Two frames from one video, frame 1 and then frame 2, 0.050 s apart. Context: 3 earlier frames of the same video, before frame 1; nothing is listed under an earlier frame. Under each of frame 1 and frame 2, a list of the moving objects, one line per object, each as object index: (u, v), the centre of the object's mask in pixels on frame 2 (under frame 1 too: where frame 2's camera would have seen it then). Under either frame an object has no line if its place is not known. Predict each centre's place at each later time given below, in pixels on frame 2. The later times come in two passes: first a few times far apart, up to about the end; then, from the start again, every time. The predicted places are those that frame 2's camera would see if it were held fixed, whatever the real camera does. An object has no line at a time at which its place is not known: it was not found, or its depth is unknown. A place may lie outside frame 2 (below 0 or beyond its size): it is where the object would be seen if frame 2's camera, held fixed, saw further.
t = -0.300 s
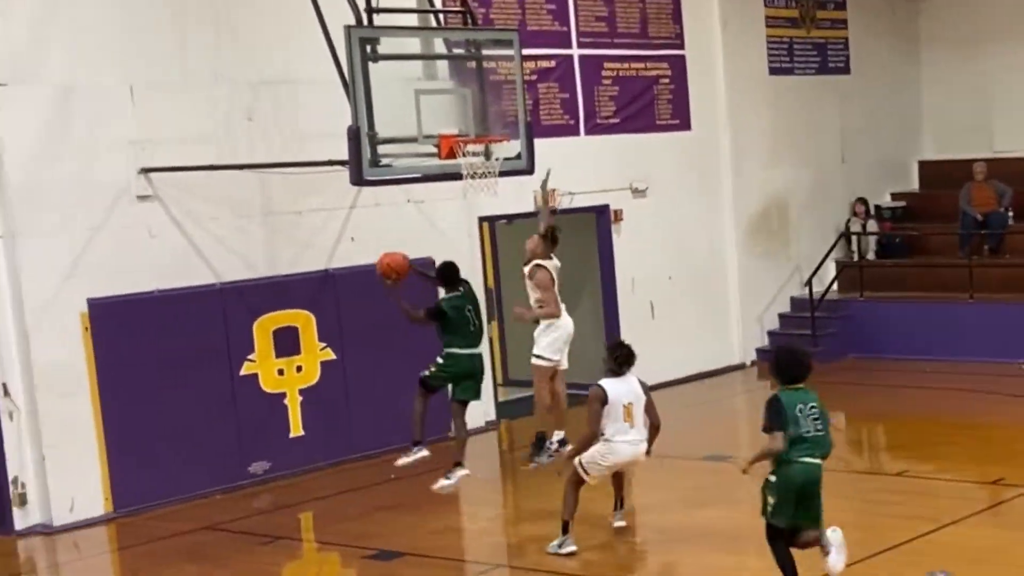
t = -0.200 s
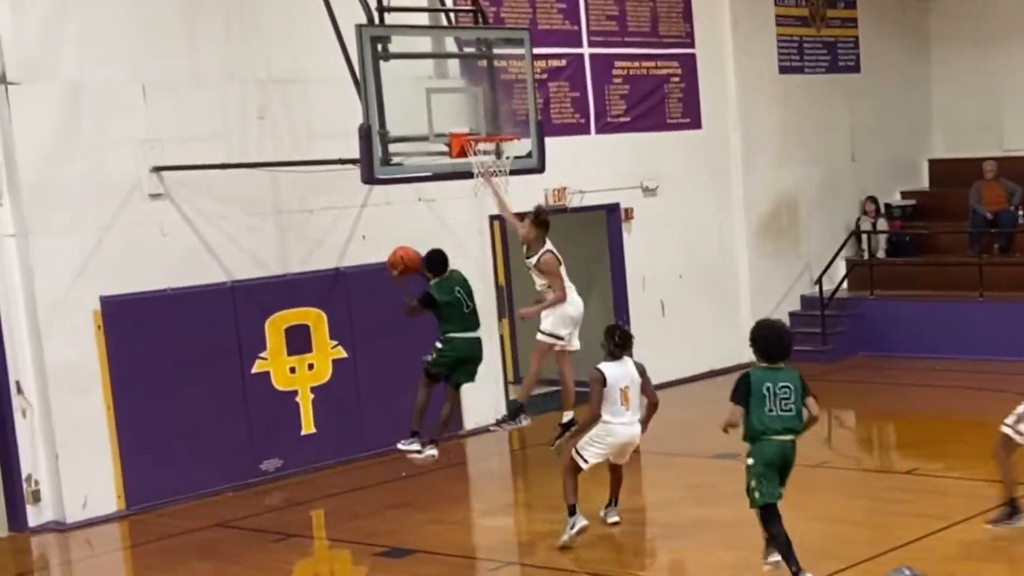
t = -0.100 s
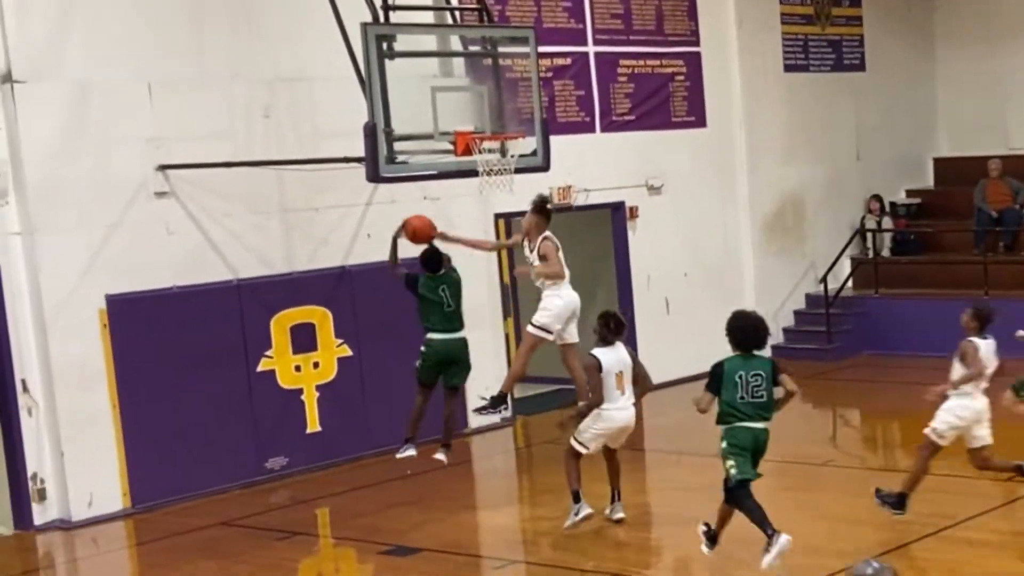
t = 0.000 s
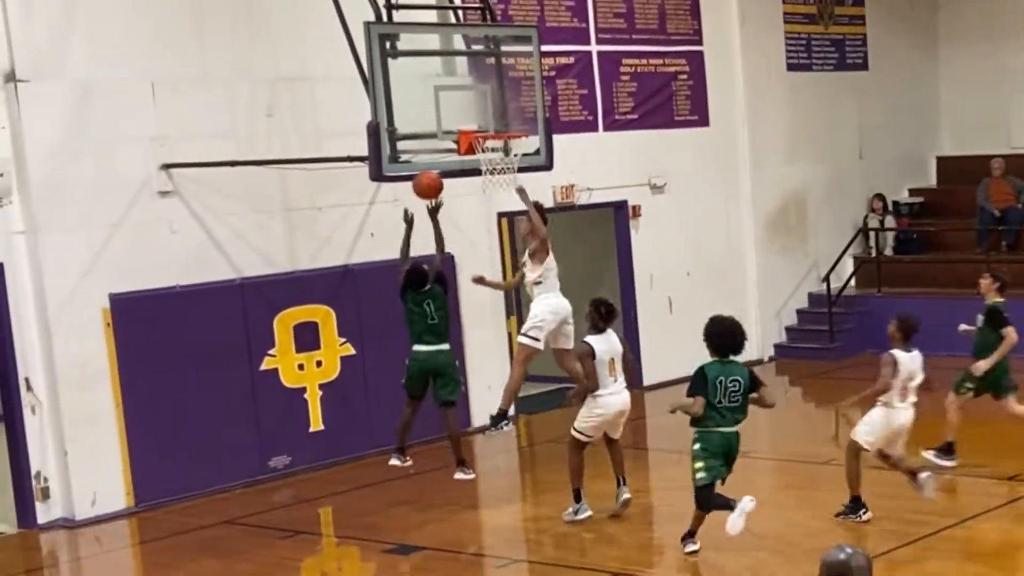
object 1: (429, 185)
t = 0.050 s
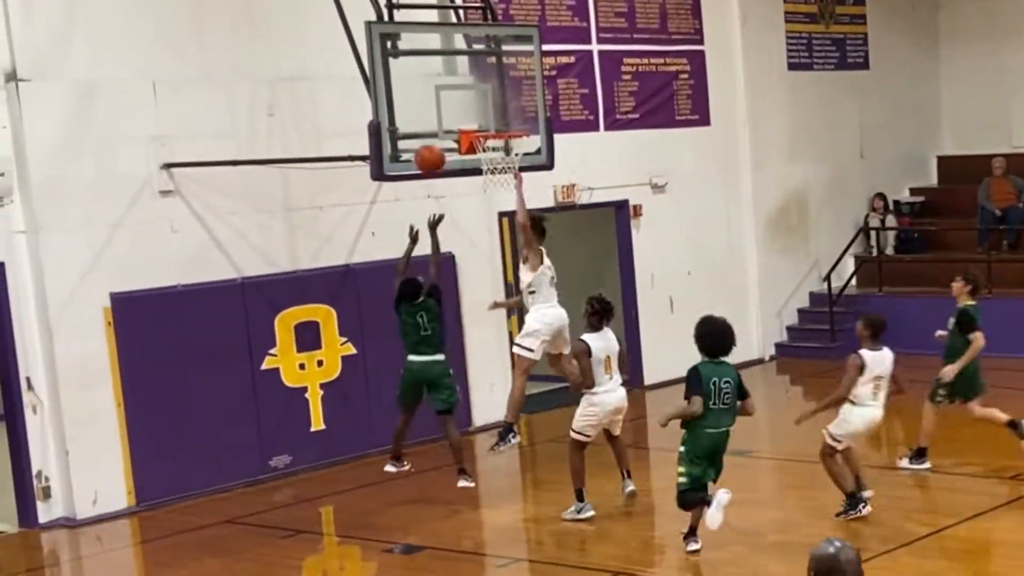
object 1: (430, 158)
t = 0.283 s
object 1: (438, 85)
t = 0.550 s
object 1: (473, 100)
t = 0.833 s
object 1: (521, 202)
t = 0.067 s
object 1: (430, 152)
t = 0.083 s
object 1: (430, 144)
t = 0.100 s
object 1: (431, 138)
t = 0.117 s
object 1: (431, 130)
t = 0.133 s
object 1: (432, 124)
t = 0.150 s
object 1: (432, 119)
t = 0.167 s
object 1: (433, 113)
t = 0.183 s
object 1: (434, 108)
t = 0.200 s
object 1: (434, 104)
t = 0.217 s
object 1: (435, 99)
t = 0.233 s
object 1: (436, 94)
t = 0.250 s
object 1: (436, 91)
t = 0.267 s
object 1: (437, 88)
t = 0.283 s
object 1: (438, 85)
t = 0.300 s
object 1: (438, 83)
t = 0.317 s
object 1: (439, 80)
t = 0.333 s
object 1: (440, 78)
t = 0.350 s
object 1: (441, 77)
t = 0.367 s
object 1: (442, 76)
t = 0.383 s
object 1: (444, 76)
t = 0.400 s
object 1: (447, 77)
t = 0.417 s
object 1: (450, 78)
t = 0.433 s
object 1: (453, 79)
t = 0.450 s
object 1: (456, 82)
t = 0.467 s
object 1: (458, 84)
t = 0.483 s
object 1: (462, 86)
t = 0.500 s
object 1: (464, 89)
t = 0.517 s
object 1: (467, 92)
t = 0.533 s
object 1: (470, 96)
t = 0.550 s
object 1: (473, 100)
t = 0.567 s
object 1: (475, 103)
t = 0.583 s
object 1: (478, 108)
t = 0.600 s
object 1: (482, 113)
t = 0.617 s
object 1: (485, 118)
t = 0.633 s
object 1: (488, 122)
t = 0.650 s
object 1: (491, 126)
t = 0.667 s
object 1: (492, 129)
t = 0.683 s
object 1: (497, 141)
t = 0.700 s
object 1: (502, 148)
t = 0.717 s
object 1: (504, 152)
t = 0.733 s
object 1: (506, 160)
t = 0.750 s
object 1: (510, 169)
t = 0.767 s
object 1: (513, 173)
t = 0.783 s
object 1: (515, 180)
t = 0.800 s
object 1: (517, 186)
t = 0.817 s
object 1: (518, 194)
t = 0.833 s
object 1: (521, 202)
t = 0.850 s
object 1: (522, 208)
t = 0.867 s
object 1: (525, 216)
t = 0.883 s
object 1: (526, 223)
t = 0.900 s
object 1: (529, 231)
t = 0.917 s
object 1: (530, 239)
